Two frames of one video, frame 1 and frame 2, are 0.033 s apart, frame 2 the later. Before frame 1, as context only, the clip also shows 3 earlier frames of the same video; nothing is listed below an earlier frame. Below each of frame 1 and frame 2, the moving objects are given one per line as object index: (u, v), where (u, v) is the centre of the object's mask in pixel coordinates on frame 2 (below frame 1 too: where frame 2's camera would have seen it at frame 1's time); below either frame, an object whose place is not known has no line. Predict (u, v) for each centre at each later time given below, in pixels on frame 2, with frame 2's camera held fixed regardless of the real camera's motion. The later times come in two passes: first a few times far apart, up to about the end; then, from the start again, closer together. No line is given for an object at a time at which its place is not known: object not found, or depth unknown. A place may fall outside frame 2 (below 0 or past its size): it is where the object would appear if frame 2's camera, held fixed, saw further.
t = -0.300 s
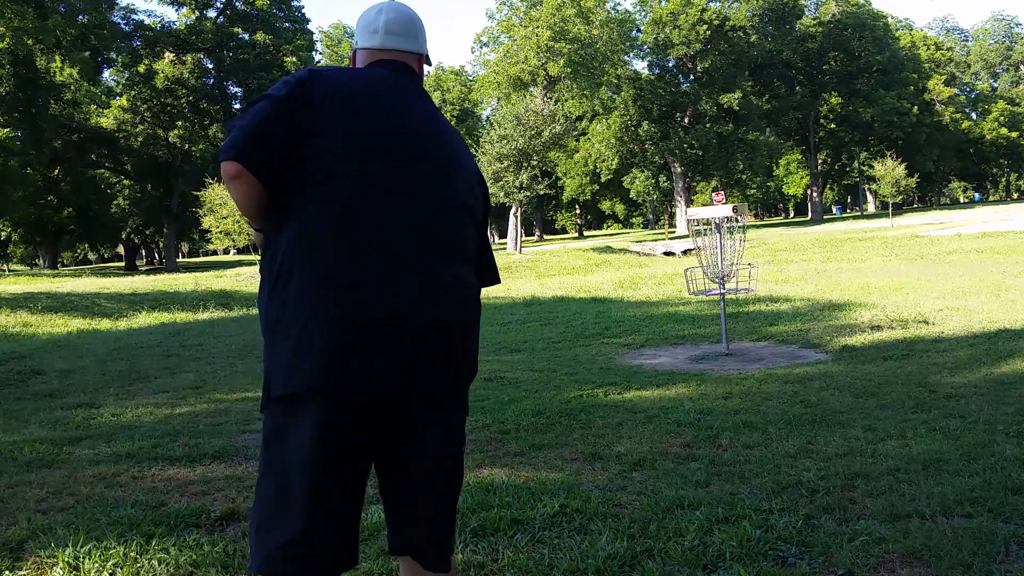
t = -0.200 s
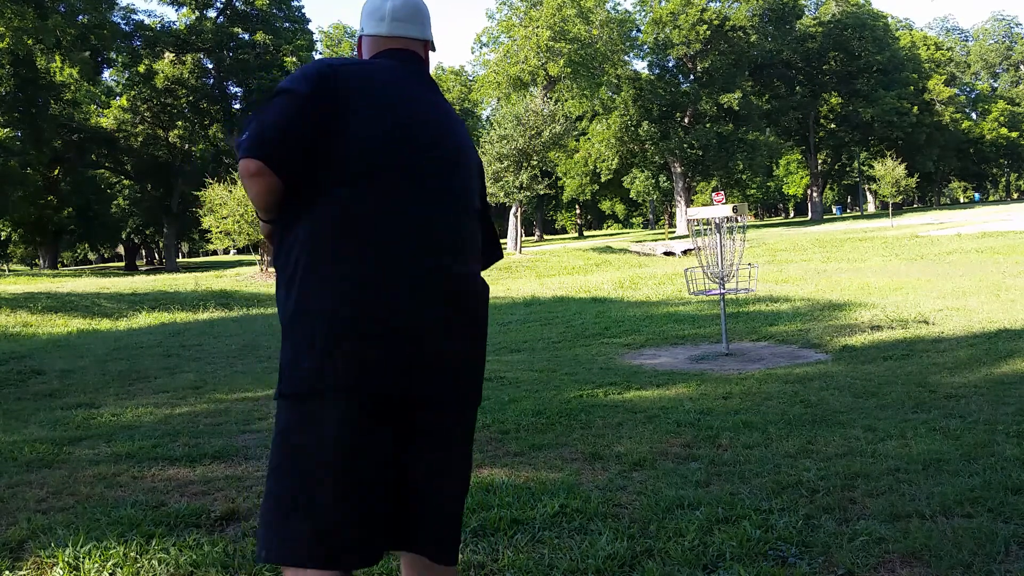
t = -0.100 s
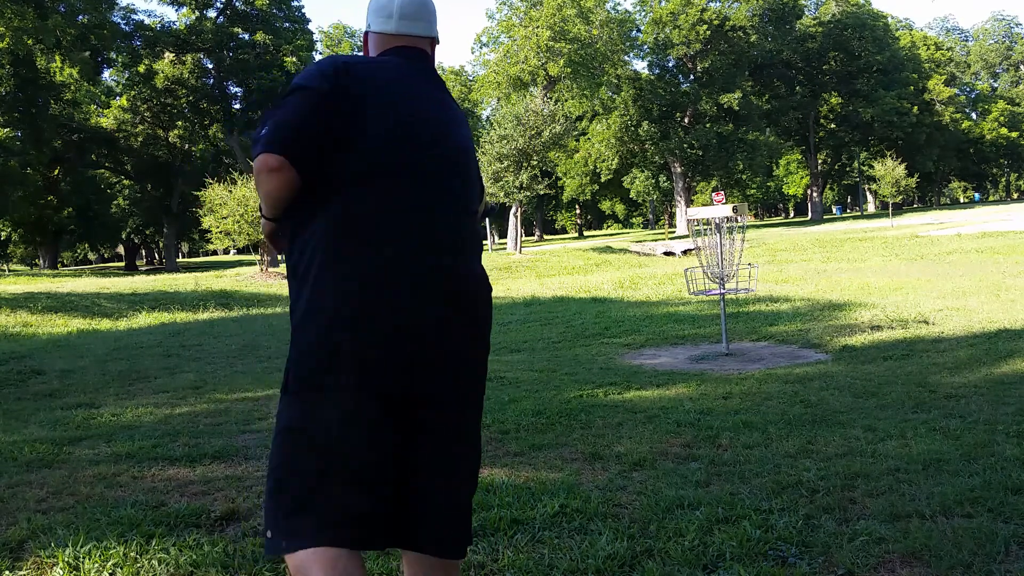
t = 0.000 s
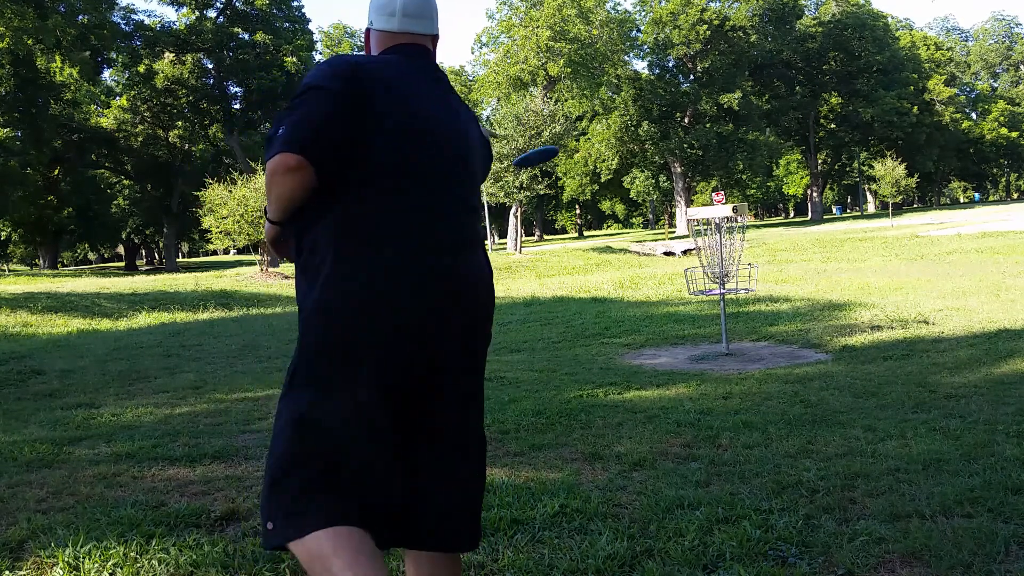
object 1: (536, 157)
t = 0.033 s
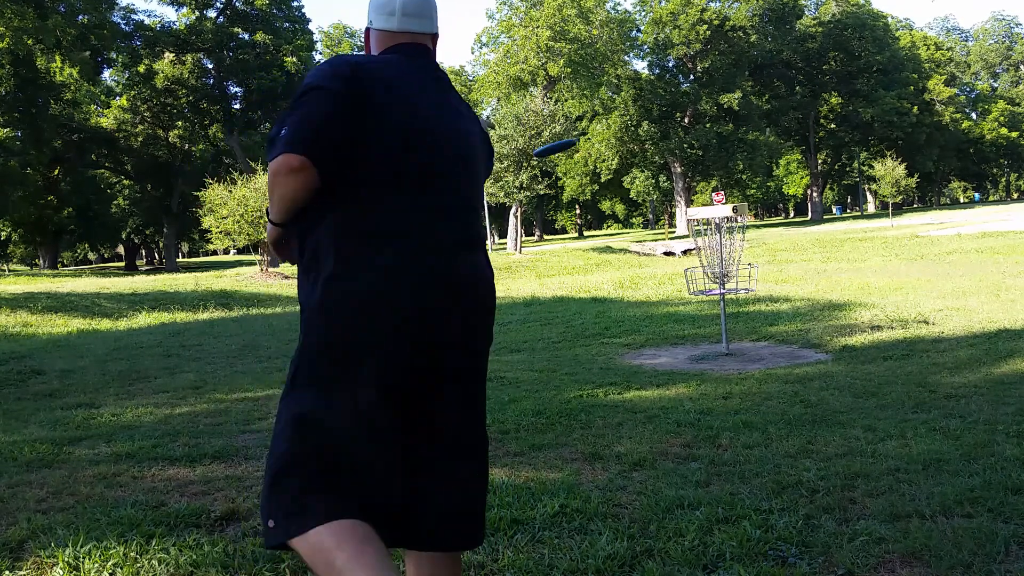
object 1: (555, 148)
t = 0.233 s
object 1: (640, 152)
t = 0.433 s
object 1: (694, 200)
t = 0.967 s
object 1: (664, 325)
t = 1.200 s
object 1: (635, 363)
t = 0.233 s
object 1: (640, 152)
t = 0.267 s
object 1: (651, 158)
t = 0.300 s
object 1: (661, 165)
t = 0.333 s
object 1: (670, 173)
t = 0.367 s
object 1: (679, 182)
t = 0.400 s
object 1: (685, 191)
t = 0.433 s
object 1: (694, 200)
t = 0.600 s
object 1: (719, 247)
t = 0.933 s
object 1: (673, 314)
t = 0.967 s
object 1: (664, 325)
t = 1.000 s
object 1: (656, 337)
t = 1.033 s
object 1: (647, 350)
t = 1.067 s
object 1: (638, 366)
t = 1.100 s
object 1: (633, 371)
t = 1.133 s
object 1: (632, 369)
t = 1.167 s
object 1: (633, 366)
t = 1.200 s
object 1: (635, 363)
